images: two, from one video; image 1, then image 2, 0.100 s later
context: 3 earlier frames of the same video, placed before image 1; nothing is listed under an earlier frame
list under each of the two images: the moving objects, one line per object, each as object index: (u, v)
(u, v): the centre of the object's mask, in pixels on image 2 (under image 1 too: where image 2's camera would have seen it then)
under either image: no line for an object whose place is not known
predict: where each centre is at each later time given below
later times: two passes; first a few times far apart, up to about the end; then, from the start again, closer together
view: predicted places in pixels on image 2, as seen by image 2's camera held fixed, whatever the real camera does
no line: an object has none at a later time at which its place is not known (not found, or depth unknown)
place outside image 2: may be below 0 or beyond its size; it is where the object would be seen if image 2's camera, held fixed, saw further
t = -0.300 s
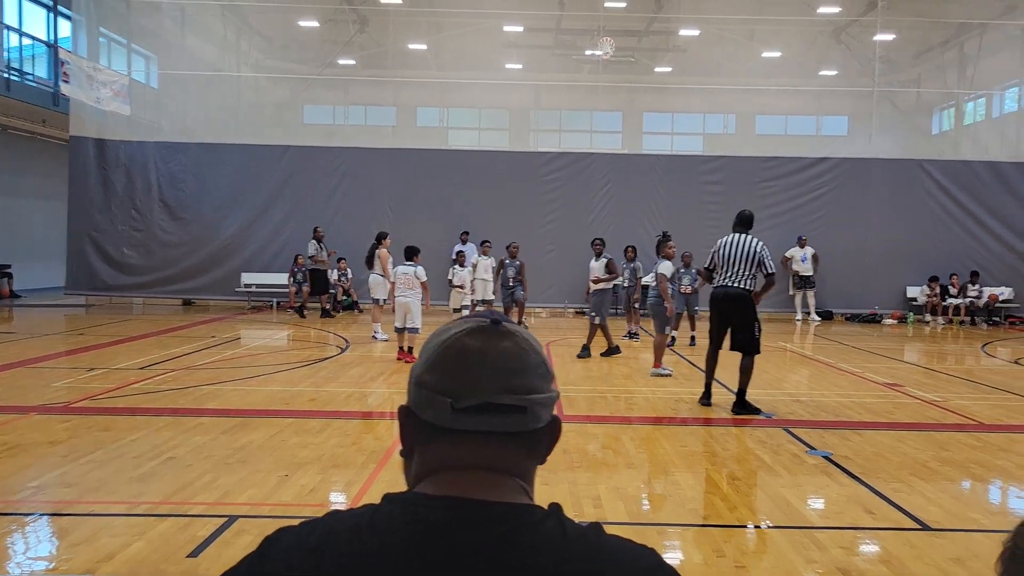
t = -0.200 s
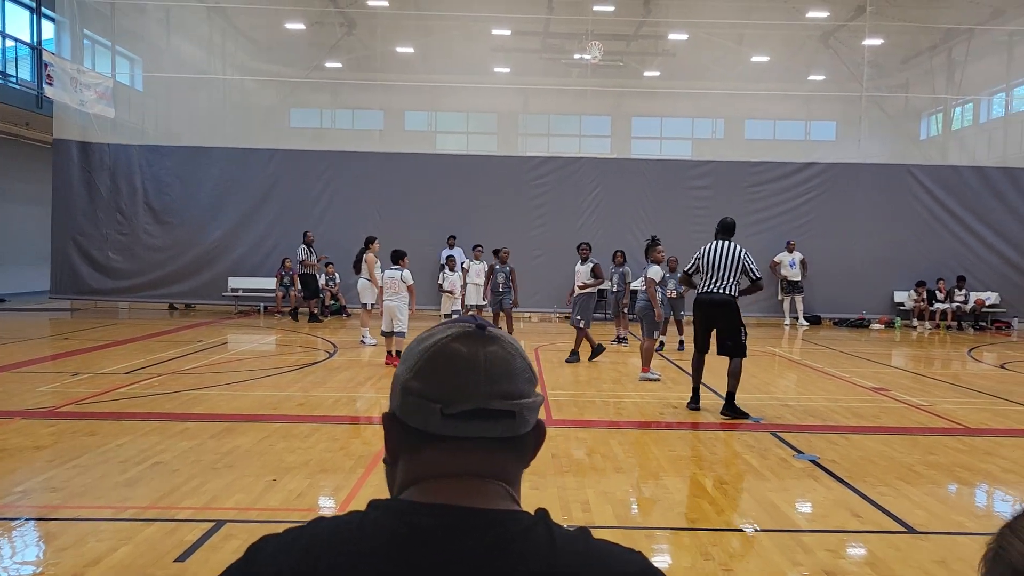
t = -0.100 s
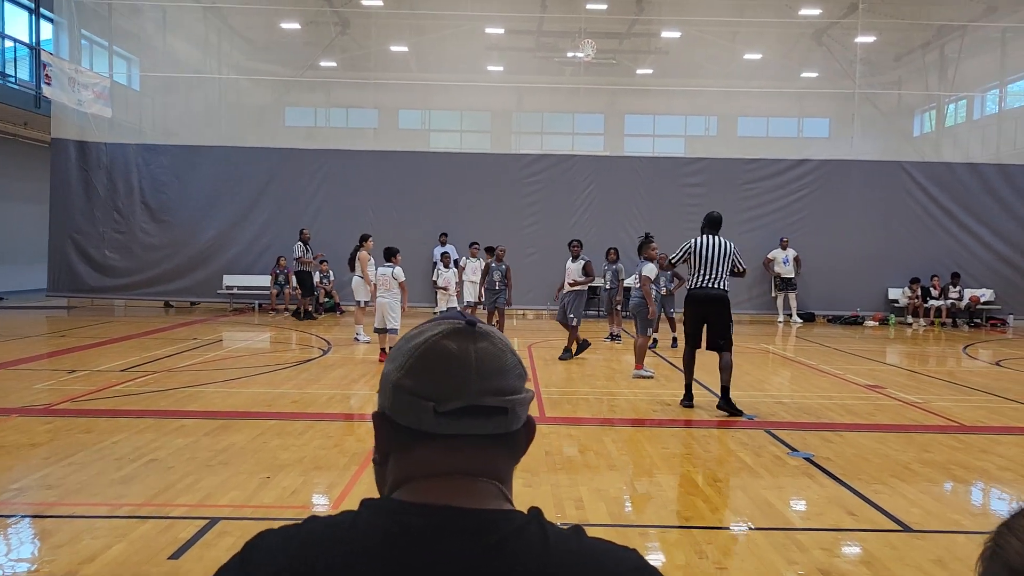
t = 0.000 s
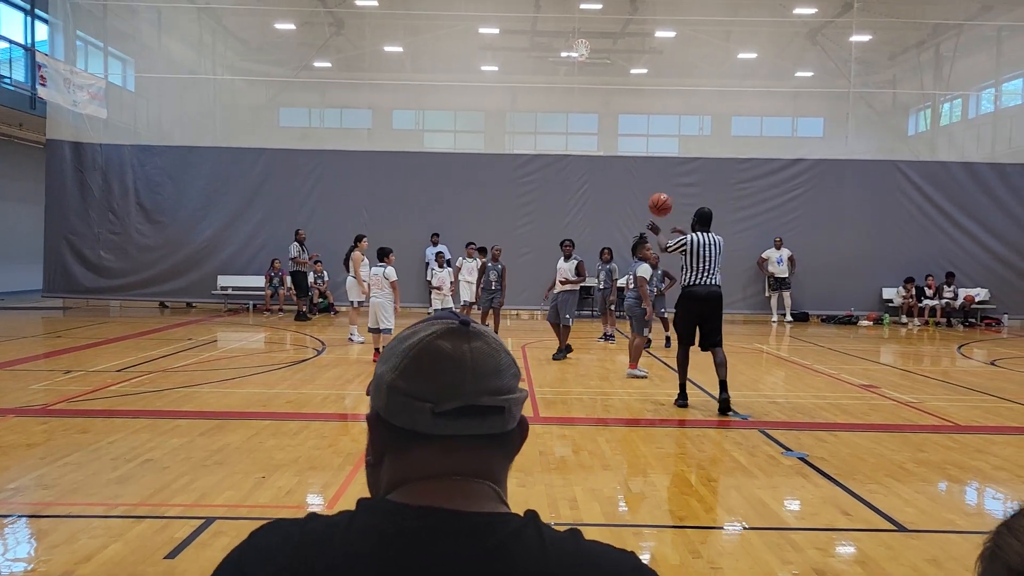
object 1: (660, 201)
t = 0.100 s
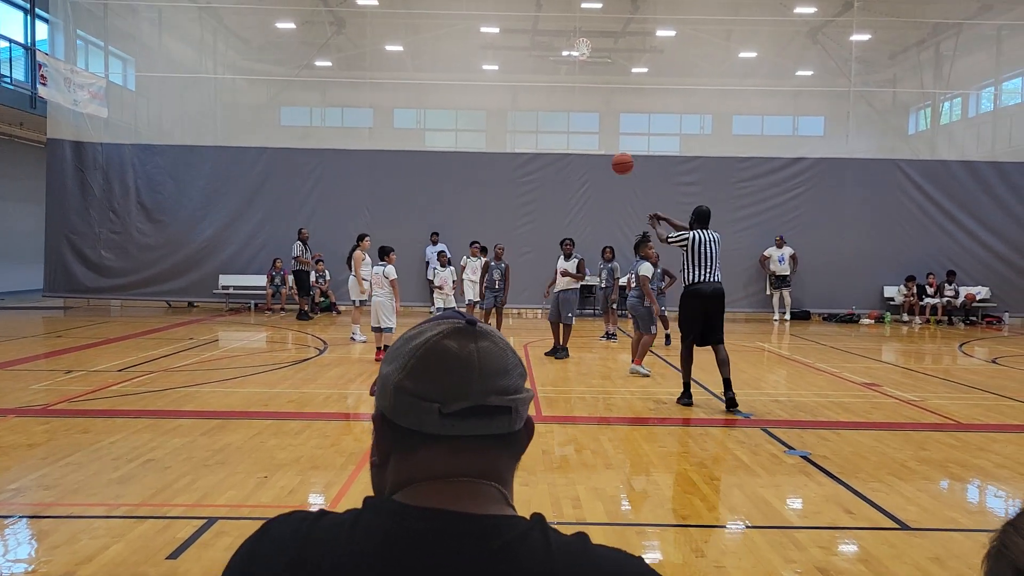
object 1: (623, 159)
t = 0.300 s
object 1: (560, 120)
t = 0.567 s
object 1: (494, 115)
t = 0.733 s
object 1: (462, 133)
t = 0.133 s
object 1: (612, 149)
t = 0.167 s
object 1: (601, 141)
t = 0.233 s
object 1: (581, 128)
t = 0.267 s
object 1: (570, 123)
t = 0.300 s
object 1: (560, 120)
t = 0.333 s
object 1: (551, 118)
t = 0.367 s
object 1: (541, 115)
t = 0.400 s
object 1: (531, 112)
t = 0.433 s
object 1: (523, 112)
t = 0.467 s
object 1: (515, 112)
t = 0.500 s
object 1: (508, 112)
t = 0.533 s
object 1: (501, 112)
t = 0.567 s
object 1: (494, 115)
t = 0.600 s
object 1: (487, 117)
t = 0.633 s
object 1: (480, 120)
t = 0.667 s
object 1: (474, 123)
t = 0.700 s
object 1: (468, 128)
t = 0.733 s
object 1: (462, 133)
